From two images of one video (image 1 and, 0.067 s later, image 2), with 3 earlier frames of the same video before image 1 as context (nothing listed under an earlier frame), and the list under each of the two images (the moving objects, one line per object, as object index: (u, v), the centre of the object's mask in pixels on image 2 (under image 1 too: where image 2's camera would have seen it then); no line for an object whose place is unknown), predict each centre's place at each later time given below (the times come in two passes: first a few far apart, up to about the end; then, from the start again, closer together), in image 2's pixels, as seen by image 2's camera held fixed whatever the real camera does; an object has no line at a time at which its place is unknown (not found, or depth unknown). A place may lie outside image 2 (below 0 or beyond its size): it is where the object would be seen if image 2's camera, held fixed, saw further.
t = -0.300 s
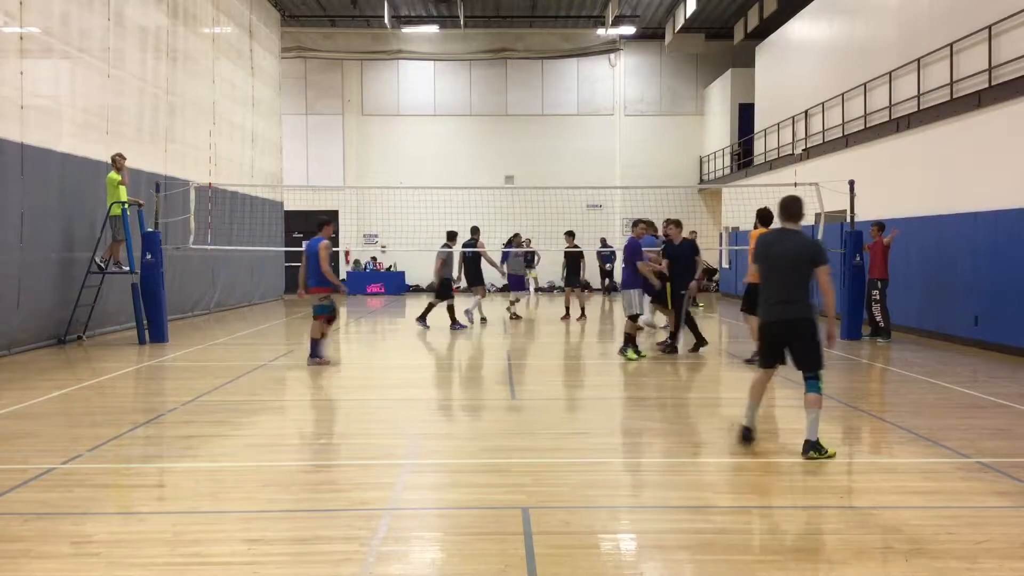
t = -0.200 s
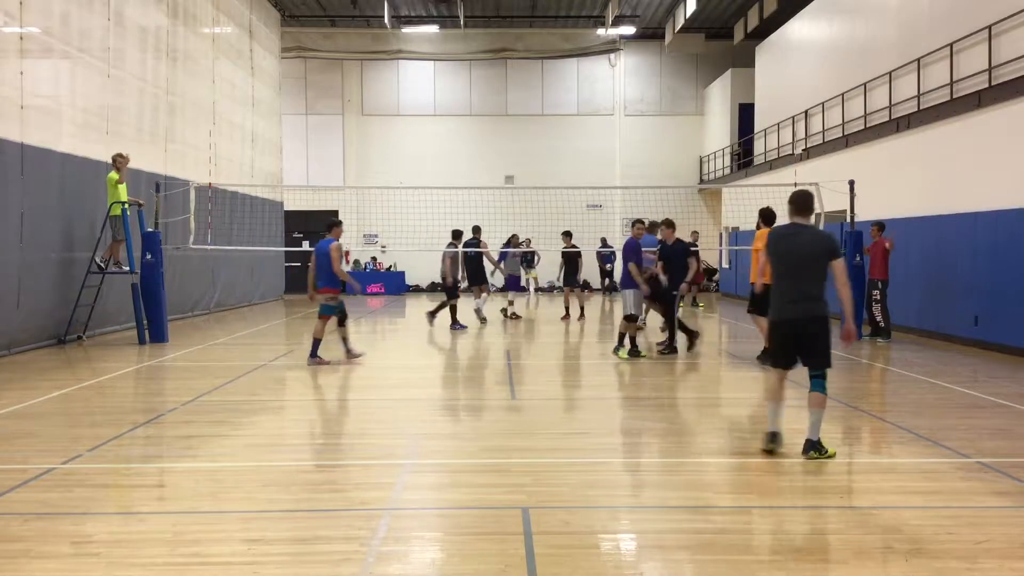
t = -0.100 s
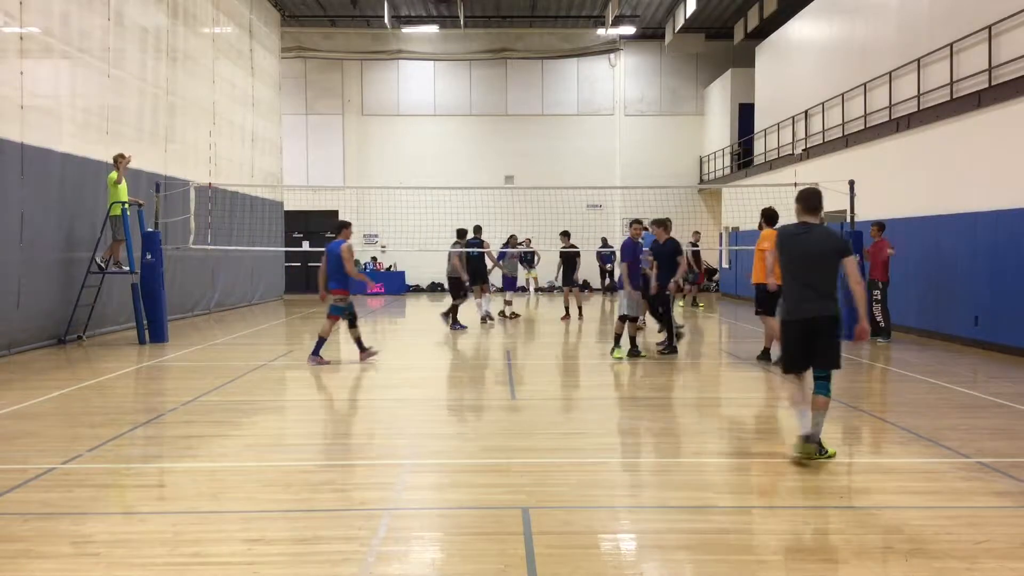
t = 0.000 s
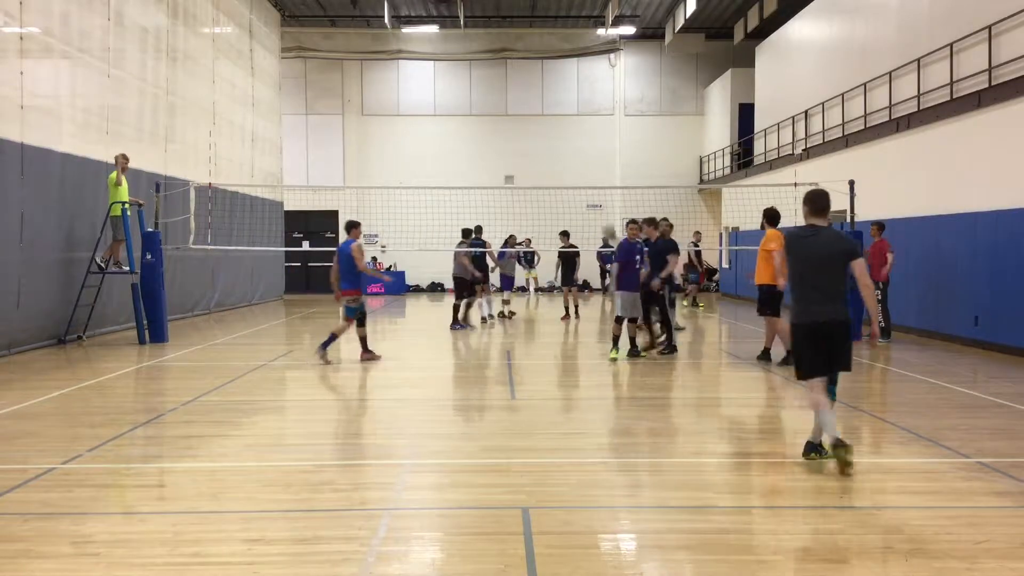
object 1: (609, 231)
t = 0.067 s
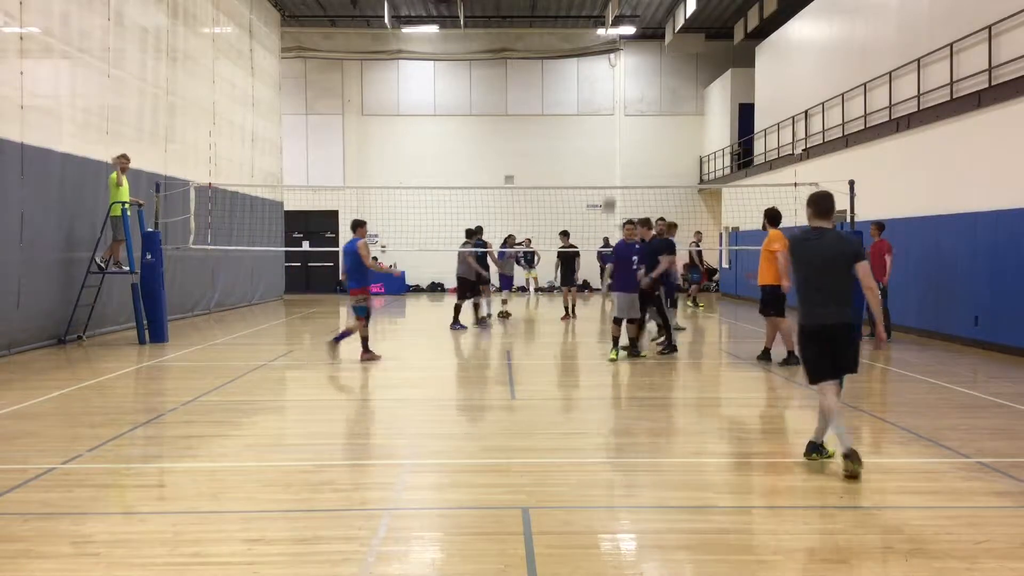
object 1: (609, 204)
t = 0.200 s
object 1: (614, 154)
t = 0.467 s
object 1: (622, 77)
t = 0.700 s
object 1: (628, 49)
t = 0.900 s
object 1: (633, 60)
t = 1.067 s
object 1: (636, 104)
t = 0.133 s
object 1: (611, 178)
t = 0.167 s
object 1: (612, 166)
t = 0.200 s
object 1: (614, 154)
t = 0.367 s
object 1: (620, 102)
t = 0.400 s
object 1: (621, 93)
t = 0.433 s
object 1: (622, 85)
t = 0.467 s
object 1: (622, 77)
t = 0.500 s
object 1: (623, 71)
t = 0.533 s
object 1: (624, 66)
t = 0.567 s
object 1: (625, 60)
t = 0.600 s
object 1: (626, 57)
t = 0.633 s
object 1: (627, 55)
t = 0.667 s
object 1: (627, 51)
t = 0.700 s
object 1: (628, 49)
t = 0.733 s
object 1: (630, 47)
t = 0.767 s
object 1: (630, 47)
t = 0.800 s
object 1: (630, 48)
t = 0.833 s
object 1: (631, 54)
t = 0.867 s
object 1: (632, 56)
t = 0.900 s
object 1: (633, 60)
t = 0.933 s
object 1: (633, 65)
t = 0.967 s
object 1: (634, 73)
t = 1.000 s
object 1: (635, 82)
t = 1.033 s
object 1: (636, 93)
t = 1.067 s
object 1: (636, 104)
